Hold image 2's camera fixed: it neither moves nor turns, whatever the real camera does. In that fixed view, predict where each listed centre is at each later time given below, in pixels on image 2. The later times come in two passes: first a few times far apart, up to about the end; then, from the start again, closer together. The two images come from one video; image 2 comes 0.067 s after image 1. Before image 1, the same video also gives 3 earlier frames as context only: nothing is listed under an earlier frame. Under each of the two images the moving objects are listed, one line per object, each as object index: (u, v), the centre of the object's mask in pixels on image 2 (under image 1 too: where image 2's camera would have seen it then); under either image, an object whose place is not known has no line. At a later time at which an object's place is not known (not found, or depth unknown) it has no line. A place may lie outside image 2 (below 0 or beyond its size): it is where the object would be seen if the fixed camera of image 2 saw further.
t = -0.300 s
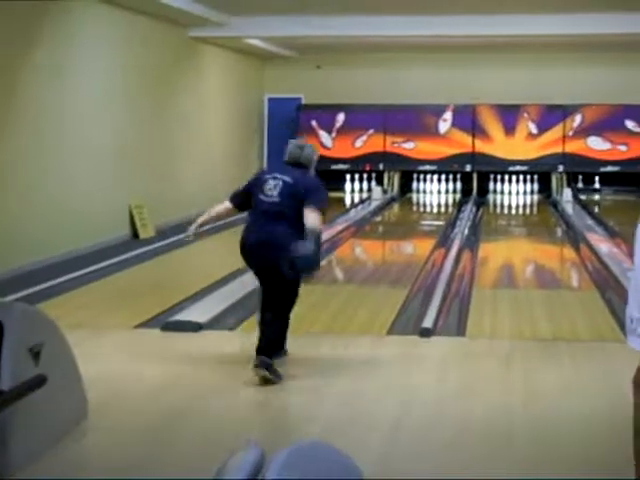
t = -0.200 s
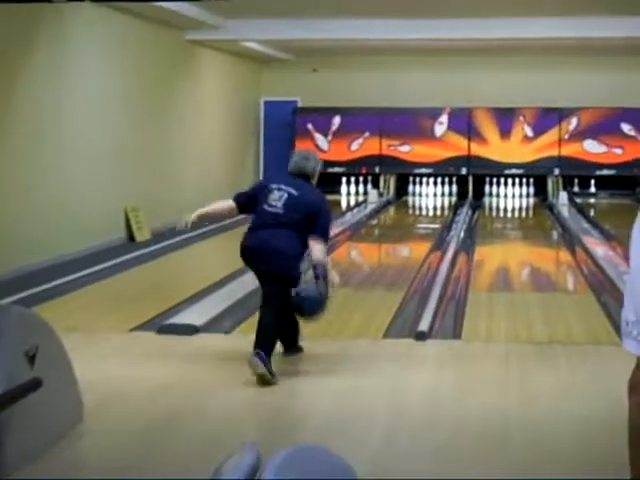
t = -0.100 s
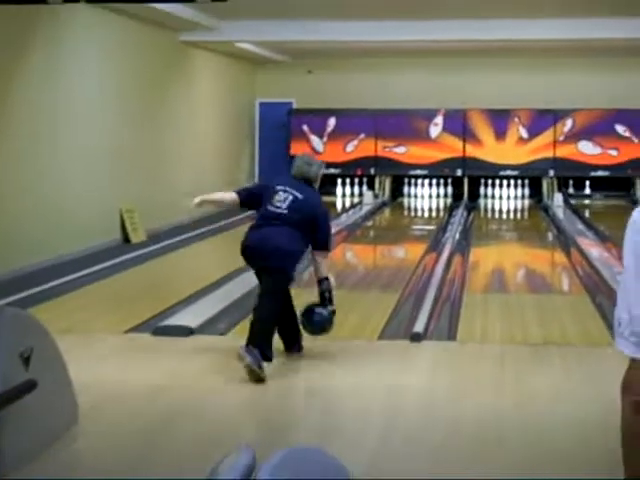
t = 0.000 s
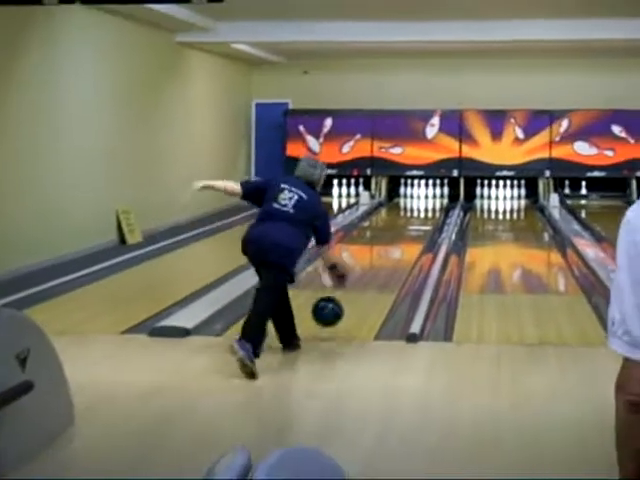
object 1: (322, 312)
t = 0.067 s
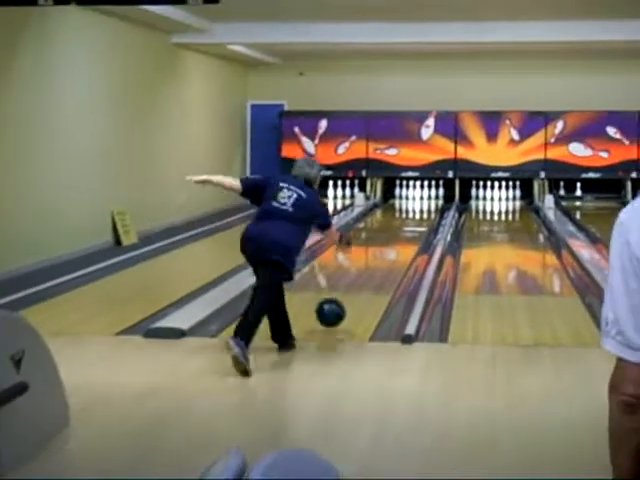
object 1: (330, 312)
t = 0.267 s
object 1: (349, 295)
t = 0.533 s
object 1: (368, 273)
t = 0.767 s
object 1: (382, 258)
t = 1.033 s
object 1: (393, 243)
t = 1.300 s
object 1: (402, 233)
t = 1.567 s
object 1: (409, 224)
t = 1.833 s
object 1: (414, 216)
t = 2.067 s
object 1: (418, 211)
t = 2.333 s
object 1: (422, 205)
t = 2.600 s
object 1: (424, 202)
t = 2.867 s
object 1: (425, 198)
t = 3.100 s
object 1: (425, 195)
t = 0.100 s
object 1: (334, 313)
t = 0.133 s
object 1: (337, 309)
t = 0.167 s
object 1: (340, 305)
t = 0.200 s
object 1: (344, 302)
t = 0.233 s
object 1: (347, 298)
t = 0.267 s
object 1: (349, 295)
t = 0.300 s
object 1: (352, 291)
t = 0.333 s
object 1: (355, 289)
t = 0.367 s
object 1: (357, 285)
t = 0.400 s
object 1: (359, 283)
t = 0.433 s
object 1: (362, 280)
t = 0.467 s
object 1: (364, 277)
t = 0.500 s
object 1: (366, 275)
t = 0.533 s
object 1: (368, 273)
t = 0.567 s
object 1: (371, 270)
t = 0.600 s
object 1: (372, 268)
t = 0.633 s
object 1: (374, 266)
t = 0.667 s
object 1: (376, 263)
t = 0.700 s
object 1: (378, 261)
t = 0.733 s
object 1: (380, 259)
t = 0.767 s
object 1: (382, 258)
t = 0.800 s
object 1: (383, 256)
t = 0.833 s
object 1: (384, 254)
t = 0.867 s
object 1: (386, 252)
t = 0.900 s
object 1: (387, 250)
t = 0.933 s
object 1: (389, 248)
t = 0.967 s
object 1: (390, 247)
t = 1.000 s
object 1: (391, 245)
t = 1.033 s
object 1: (393, 243)
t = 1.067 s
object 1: (394, 242)
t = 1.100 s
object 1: (395, 240)
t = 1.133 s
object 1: (397, 238)
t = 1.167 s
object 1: (398, 238)
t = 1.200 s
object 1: (398, 236)
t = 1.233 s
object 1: (399, 235)
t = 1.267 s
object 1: (400, 234)
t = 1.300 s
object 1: (402, 233)
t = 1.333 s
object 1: (403, 232)
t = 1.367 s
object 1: (403, 230)
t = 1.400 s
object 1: (404, 230)
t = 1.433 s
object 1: (405, 228)
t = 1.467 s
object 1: (407, 226)
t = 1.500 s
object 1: (407, 225)
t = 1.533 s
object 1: (407, 225)
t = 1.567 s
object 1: (409, 224)
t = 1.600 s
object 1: (409, 223)
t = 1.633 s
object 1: (410, 222)
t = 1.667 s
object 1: (411, 222)
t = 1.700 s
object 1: (412, 220)
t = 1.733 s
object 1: (413, 219)
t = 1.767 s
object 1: (413, 217)
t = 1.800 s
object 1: (414, 217)
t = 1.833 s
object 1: (414, 216)
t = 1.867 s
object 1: (415, 215)
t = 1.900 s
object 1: (416, 215)
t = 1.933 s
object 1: (416, 214)
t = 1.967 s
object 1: (417, 214)
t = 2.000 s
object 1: (417, 213)
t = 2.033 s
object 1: (418, 211)
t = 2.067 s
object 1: (418, 211)
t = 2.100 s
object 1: (419, 210)
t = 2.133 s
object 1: (419, 210)
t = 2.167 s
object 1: (420, 209)
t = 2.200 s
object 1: (421, 209)
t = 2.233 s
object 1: (421, 208)
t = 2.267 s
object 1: (422, 207)
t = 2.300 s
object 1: (422, 206)
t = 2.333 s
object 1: (422, 205)
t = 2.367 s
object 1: (423, 205)
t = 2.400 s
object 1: (423, 204)
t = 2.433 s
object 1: (424, 204)
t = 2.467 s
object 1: (424, 204)
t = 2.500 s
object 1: (423, 203)
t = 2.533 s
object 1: (424, 202)
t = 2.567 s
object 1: (424, 202)
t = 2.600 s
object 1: (424, 202)
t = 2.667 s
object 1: (424, 201)
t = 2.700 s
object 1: (424, 200)
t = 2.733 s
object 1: (424, 200)
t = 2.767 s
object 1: (425, 199)
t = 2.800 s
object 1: (425, 199)
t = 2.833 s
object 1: (425, 198)
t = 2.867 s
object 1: (425, 198)
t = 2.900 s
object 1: (425, 198)
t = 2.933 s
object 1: (425, 198)
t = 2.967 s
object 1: (425, 197)
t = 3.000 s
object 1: (425, 196)
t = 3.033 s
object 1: (425, 194)
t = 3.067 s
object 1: (425, 195)
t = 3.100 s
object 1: (425, 195)
